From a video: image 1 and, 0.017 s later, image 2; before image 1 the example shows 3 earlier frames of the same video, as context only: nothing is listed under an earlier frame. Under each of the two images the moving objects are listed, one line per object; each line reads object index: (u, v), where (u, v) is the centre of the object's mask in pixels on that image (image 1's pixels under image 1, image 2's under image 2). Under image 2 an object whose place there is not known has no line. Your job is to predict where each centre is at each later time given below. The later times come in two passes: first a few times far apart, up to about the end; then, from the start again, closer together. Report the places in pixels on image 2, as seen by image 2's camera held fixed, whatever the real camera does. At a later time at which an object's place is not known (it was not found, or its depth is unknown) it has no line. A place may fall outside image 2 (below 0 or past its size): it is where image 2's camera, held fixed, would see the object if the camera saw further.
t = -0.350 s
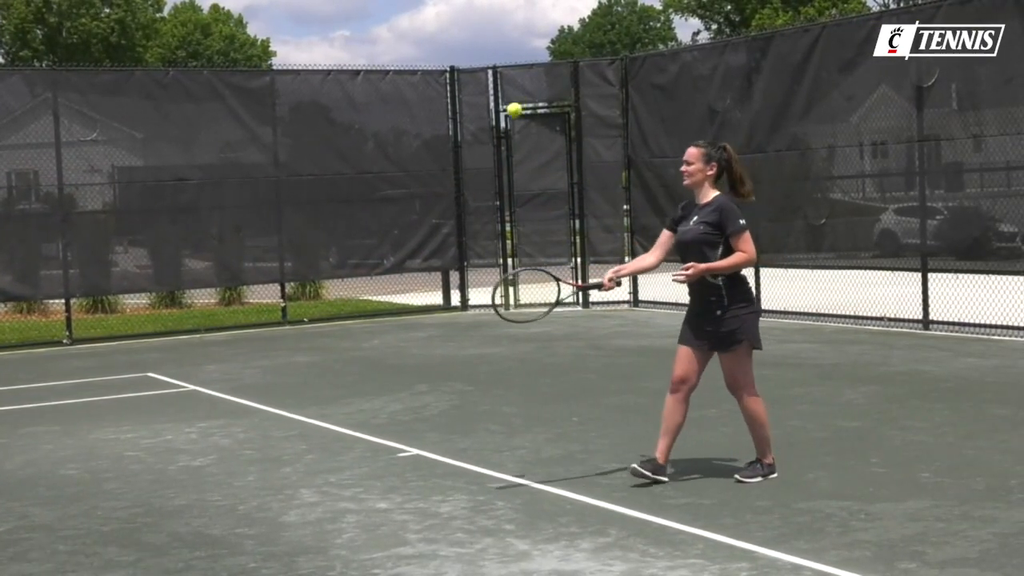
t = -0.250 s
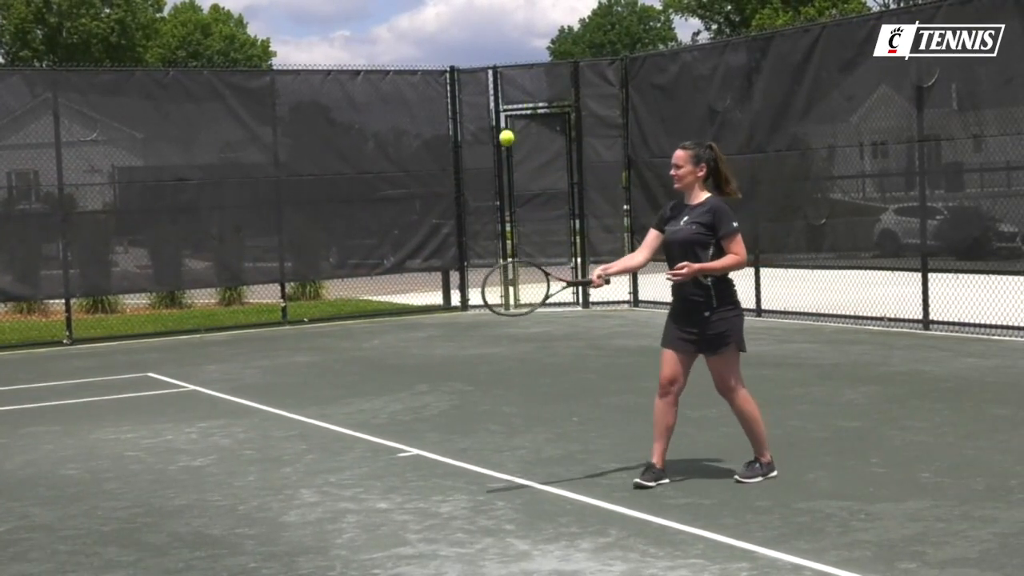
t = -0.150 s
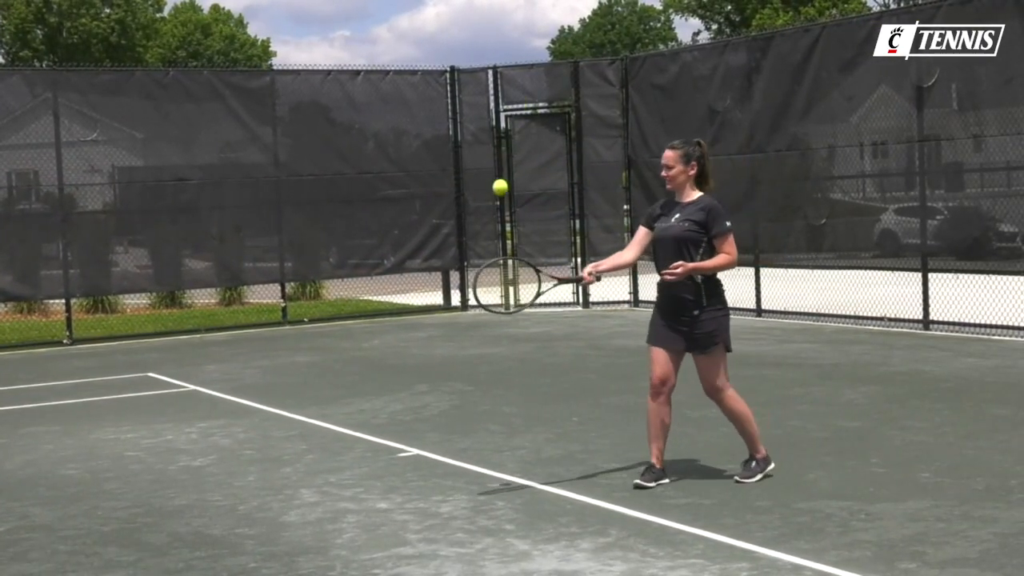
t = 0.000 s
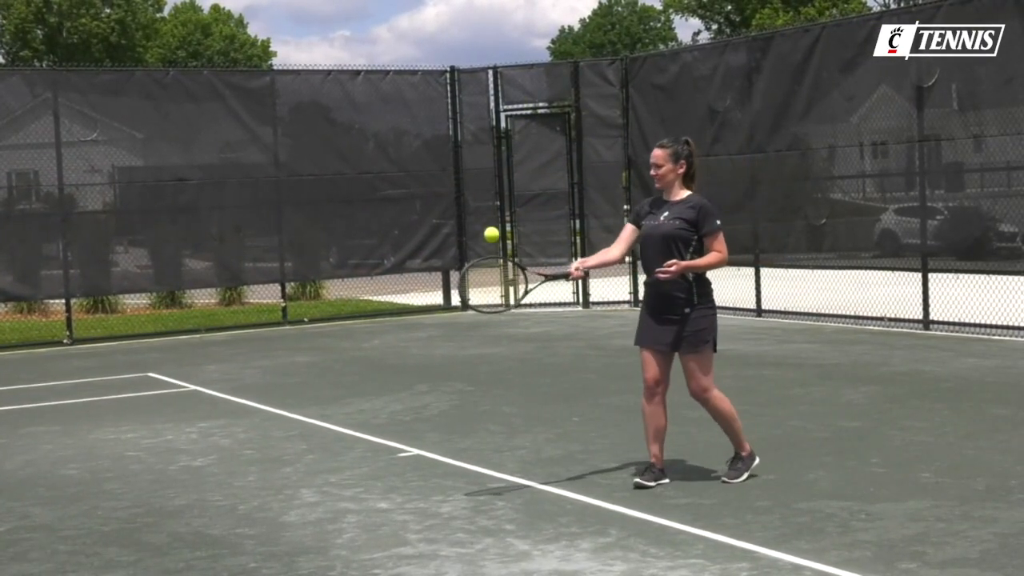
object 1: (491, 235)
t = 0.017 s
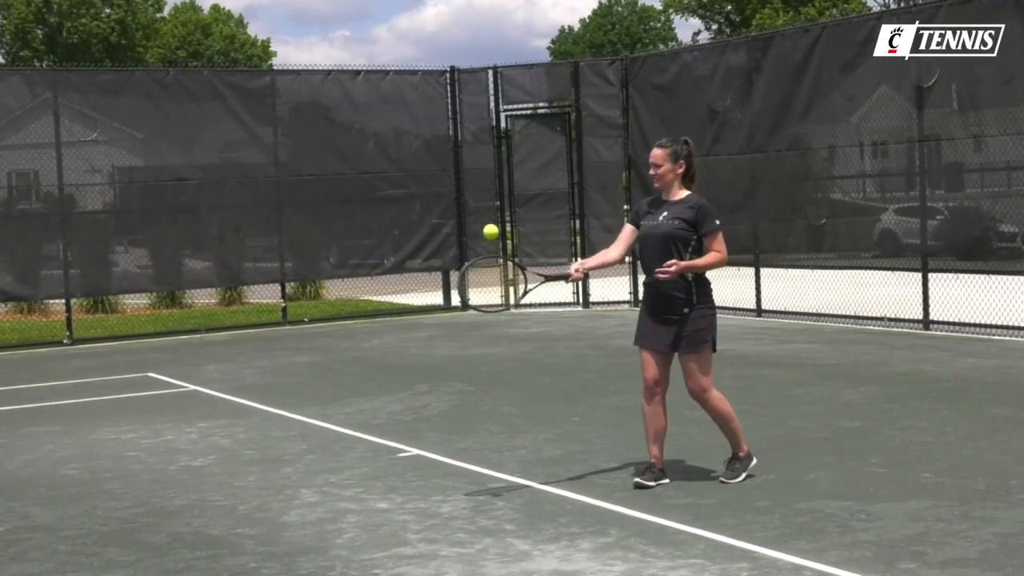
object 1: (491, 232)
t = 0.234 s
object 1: (481, 249)
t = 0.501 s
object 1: (475, 438)
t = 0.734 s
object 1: (470, 465)
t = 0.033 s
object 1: (490, 229)
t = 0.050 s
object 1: (489, 228)
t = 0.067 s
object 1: (488, 227)
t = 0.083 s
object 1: (487, 226)
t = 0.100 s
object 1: (486, 226)
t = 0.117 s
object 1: (486, 227)
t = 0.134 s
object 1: (485, 228)
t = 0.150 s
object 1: (484, 230)
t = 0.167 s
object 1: (483, 232)
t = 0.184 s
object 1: (483, 235)
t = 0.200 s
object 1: (482, 240)
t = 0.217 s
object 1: (482, 244)
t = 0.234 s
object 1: (481, 249)
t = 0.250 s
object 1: (480, 256)
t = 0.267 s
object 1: (480, 261)
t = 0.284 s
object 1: (480, 269)
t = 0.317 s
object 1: (478, 286)
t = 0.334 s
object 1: (478, 296)
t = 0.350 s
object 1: (478, 307)
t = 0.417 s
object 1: (476, 357)
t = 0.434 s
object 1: (476, 371)
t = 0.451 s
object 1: (476, 387)
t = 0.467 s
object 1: (475, 402)
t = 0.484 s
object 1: (475, 419)
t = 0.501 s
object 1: (475, 438)
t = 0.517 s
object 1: (475, 456)
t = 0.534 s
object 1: (475, 476)
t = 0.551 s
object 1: (475, 496)
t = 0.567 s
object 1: (475, 518)
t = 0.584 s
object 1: (475, 541)
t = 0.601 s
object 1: (475, 565)
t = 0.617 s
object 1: (474, 556)
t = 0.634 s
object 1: (474, 541)
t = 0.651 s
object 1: (473, 528)
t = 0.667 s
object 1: (472, 514)
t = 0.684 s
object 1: (471, 501)
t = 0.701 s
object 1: (471, 489)
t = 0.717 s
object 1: (470, 477)
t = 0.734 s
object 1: (470, 465)
